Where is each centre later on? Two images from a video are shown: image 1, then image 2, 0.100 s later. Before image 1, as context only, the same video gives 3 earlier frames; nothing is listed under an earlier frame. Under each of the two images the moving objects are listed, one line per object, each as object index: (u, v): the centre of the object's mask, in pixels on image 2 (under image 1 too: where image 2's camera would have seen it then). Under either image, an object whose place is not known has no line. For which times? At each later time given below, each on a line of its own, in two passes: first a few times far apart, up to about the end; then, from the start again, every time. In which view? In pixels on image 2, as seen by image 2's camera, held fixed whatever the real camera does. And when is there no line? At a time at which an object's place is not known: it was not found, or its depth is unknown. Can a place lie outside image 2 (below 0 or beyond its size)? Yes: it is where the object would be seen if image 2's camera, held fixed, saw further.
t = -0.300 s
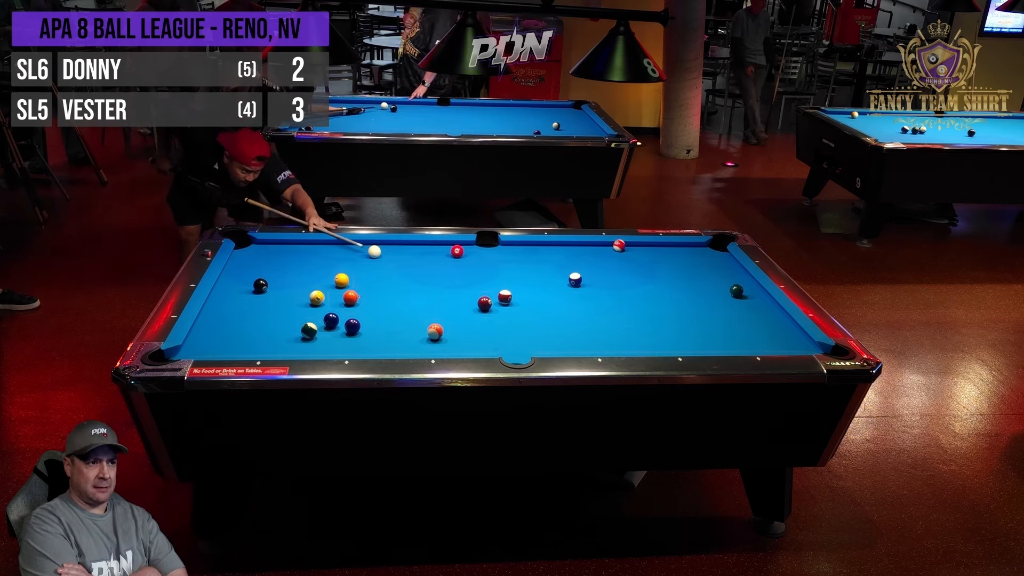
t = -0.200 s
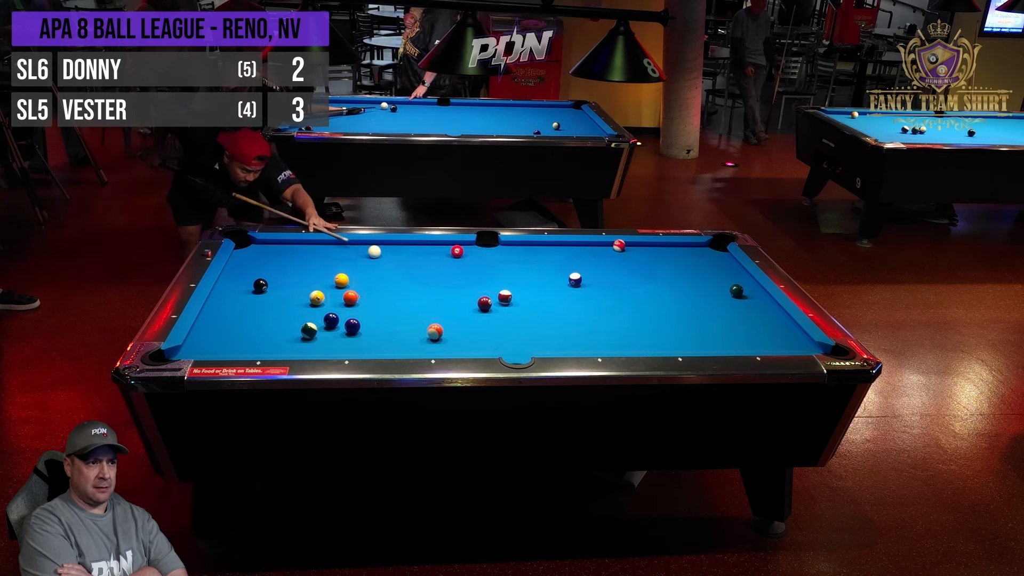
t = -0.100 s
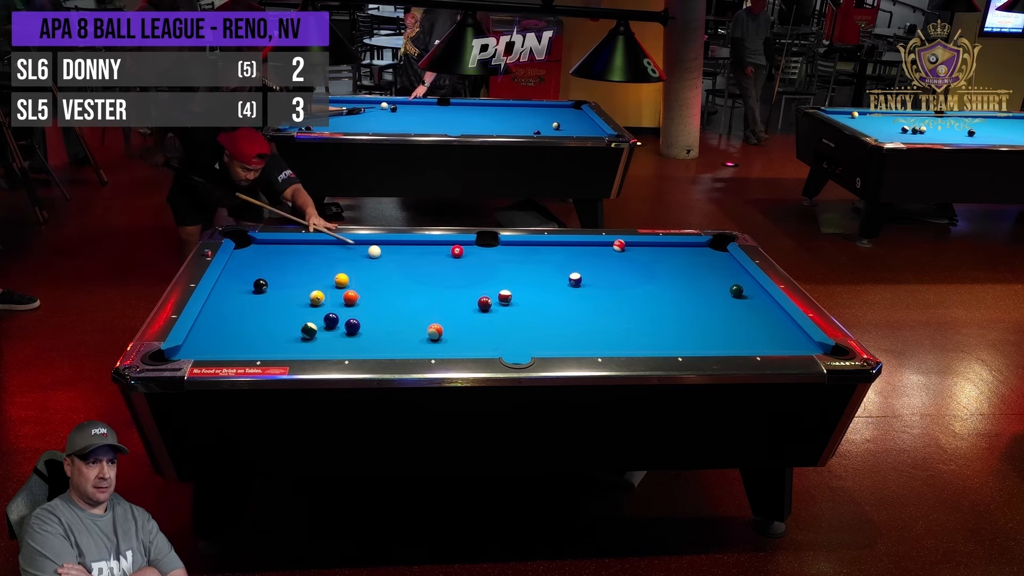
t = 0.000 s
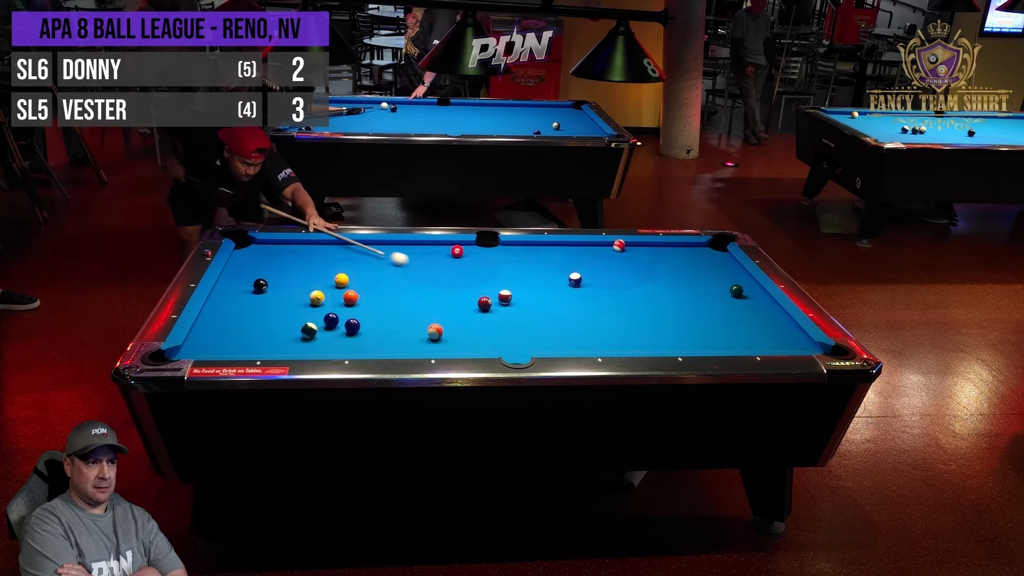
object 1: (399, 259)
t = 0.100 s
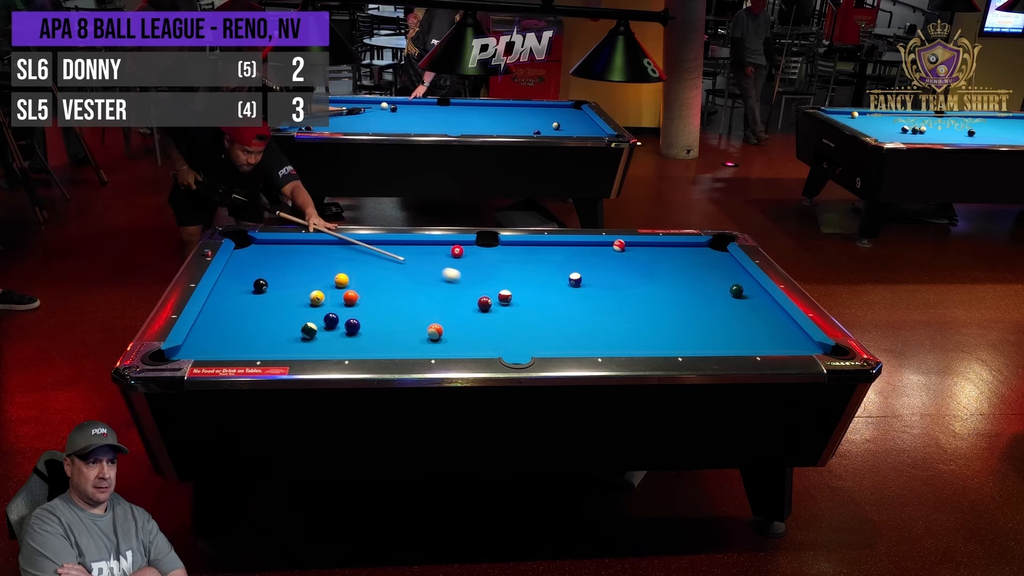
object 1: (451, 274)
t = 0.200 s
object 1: (503, 288)
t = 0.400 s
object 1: (594, 296)
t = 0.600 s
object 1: (679, 302)
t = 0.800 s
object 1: (765, 309)
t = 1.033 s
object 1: (727, 311)
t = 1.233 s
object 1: (688, 313)
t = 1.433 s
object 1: (649, 315)
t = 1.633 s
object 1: (610, 316)
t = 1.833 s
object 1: (572, 318)
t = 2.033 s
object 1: (533, 319)
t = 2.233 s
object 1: (495, 321)
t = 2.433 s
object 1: (458, 322)
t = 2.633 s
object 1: (420, 324)
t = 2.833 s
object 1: (383, 325)
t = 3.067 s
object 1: (363, 327)
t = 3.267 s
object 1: (355, 328)
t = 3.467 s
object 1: (349, 329)
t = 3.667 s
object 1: (342, 330)
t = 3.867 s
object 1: (337, 331)
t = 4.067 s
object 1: (334, 332)
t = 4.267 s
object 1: (333, 333)
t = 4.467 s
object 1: (333, 333)
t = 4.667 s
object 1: (333, 333)
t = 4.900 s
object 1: (333, 333)
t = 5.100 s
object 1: (333, 332)
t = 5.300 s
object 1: (333, 332)
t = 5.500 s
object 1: (333, 333)
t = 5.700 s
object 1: (333, 332)
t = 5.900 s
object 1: (333, 332)
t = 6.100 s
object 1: (333, 333)
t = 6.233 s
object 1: (333, 333)
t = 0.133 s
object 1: (468, 280)
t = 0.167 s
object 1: (486, 285)
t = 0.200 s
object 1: (503, 288)
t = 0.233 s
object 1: (519, 291)
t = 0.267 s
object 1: (535, 292)
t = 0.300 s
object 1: (550, 293)
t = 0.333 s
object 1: (565, 294)
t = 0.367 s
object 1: (579, 295)
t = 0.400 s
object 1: (594, 296)
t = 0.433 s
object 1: (608, 297)
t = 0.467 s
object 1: (622, 298)
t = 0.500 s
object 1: (636, 299)
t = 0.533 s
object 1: (651, 300)
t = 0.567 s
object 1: (665, 301)
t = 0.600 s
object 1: (679, 302)
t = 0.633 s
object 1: (694, 303)
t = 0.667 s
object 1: (708, 304)
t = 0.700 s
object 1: (722, 305)
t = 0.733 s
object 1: (737, 307)
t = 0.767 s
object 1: (751, 308)
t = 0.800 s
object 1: (765, 309)
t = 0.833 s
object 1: (777, 310)
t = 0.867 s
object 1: (768, 310)
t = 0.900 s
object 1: (759, 310)
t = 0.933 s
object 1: (750, 311)
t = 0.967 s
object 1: (742, 311)
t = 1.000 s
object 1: (734, 311)
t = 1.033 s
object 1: (727, 311)
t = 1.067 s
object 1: (721, 312)
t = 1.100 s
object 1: (714, 312)
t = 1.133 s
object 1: (708, 312)
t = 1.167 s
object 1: (701, 313)
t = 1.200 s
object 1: (695, 313)
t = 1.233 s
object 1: (688, 313)
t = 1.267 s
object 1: (682, 313)
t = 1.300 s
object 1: (675, 314)
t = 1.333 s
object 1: (669, 314)
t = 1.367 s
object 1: (662, 314)
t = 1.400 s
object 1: (656, 314)
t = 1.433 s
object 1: (649, 315)
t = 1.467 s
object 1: (642, 315)
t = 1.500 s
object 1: (636, 315)
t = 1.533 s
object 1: (630, 316)
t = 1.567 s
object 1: (623, 316)
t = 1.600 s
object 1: (617, 316)
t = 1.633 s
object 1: (610, 316)
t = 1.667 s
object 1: (604, 317)
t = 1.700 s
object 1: (598, 317)
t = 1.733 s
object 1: (591, 317)
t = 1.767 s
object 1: (585, 317)
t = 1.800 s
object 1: (578, 318)
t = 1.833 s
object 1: (572, 318)
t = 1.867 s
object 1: (566, 318)
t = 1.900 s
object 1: (559, 318)
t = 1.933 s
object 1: (553, 318)
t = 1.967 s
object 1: (546, 319)
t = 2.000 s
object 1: (540, 318)
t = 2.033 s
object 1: (533, 319)
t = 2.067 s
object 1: (527, 319)
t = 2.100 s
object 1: (521, 320)
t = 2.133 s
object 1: (514, 320)
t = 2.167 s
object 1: (508, 320)
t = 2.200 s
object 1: (502, 320)
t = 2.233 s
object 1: (495, 321)
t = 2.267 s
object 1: (489, 321)
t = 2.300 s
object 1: (483, 321)
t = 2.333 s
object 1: (476, 321)
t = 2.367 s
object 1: (470, 321)
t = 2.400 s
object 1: (464, 322)
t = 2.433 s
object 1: (458, 322)
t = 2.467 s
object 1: (451, 322)
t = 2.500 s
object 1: (446, 322)
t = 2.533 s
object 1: (439, 321)
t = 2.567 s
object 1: (432, 320)
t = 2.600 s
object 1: (426, 322)
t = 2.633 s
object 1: (420, 324)
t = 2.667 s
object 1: (414, 324)
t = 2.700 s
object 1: (408, 324)
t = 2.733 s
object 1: (402, 324)
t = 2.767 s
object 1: (395, 325)
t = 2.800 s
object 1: (389, 325)
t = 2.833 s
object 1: (383, 325)
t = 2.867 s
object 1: (377, 325)
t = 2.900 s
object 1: (371, 325)
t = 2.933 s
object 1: (368, 326)
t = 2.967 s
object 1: (367, 326)
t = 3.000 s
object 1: (366, 326)
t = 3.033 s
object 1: (364, 327)
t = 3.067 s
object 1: (363, 327)
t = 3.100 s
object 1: (362, 327)
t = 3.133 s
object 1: (361, 327)
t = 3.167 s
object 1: (359, 328)
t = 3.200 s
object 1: (358, 328)
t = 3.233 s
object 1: (357, 328)
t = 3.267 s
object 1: (355, 328)
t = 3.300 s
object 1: (354, 328)
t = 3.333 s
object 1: (353, 329)
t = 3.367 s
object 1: (352, 329)
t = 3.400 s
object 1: (351, 329)
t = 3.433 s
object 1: (350, 329)
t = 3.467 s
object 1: (349, 329)
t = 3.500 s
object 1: (347, 330)
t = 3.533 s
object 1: (346, 330)
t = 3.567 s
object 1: (345, 330)
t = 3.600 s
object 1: (344, 330)
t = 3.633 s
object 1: (343, 330)
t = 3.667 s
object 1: (342, 330)
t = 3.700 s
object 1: (342, 331)
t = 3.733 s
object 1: (341, 331)
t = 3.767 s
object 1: (340, 331)
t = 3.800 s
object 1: (339, 331)
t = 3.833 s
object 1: (338, 331)
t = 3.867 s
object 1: (337, 331)
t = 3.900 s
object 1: (336, 332)
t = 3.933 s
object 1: (336, 332)
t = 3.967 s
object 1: (335, 332)
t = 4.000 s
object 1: (334, 332)
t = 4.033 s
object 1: (334, 332)
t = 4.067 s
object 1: (334, 332)
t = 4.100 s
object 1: (333, 332)
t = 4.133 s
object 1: (333, 333)
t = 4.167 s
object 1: (333, 333)
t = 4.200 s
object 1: (333, 333)
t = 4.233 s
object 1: (333, 333)
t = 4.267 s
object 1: (333, 333)
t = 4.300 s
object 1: (332, 333)
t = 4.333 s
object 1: (332, 333)
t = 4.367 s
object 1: (332, 333)
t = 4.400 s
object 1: (332, 333)
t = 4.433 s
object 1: (332, 333)
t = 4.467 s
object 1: (333, 333)
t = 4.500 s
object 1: (333, 333)
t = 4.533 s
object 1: (333, 333)
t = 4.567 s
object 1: (333, 333)
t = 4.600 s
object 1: (333, 333)
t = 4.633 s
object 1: (333, 333)
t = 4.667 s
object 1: (333, 333)
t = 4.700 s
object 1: (333, 333)
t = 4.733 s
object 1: (333, 332)
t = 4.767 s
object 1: (333, 333)
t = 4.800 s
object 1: (333, 333)
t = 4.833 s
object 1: (333, 333)
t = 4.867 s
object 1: (333, 333)
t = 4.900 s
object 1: (333, 333)
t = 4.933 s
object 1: (333, 333)
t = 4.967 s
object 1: (333, 333)
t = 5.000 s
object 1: (333, 332)
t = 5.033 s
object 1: (333, 332)
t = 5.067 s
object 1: (333, 332)
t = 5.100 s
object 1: (333, 332)
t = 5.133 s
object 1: (333, 332)
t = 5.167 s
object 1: (333, 332)
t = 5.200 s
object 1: (333, 332)
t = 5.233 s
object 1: (333, 332)
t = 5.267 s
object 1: (333, 332)
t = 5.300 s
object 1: (333, 332)
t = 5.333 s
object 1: (333, 332)
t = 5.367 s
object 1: (333, 332)
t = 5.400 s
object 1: (333, 332)
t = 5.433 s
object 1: (333, 332)
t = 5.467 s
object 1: (333, 332)
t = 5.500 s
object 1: (333, 333)
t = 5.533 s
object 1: (333, 332)
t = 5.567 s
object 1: (333, 333)
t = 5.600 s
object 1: (333, 332)
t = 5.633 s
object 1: (333, 333)
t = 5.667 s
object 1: (333, 333)
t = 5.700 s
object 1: (333, 332)
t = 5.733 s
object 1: (333, 332)
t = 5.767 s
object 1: (333, 332)
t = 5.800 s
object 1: (333, 332)
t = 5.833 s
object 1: (333, 333)
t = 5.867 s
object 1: (333, 333)
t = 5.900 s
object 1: (333, 332)
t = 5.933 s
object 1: (333, 333)
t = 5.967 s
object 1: (333, 333)
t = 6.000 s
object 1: (333, 332)
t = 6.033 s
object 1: (333, 333)
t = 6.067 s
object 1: (333, 333)
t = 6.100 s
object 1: (333, 333)
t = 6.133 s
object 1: (333, 333)
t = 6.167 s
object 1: (333, 333)
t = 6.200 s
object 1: (333, 333)
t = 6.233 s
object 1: (333, 333)
